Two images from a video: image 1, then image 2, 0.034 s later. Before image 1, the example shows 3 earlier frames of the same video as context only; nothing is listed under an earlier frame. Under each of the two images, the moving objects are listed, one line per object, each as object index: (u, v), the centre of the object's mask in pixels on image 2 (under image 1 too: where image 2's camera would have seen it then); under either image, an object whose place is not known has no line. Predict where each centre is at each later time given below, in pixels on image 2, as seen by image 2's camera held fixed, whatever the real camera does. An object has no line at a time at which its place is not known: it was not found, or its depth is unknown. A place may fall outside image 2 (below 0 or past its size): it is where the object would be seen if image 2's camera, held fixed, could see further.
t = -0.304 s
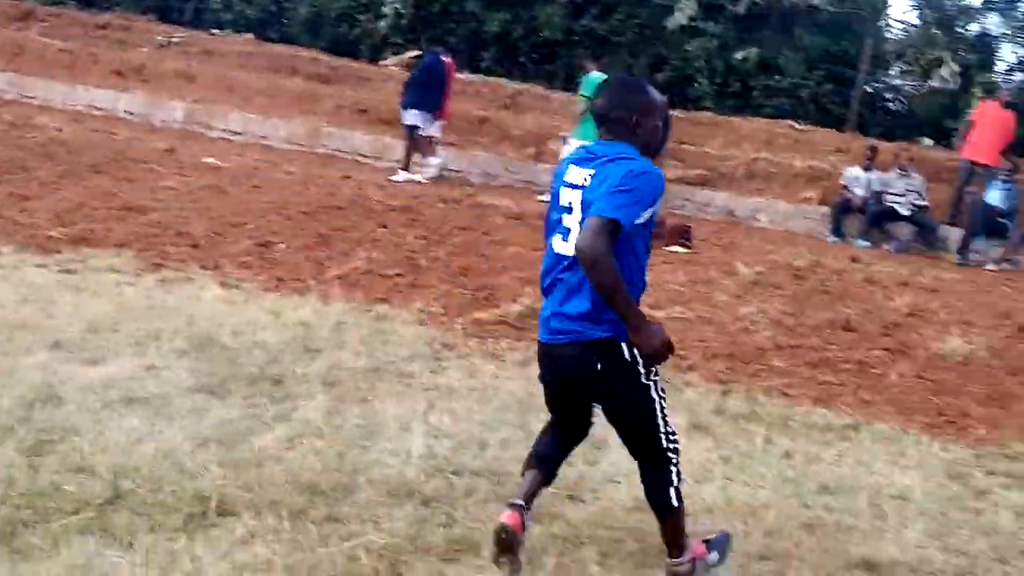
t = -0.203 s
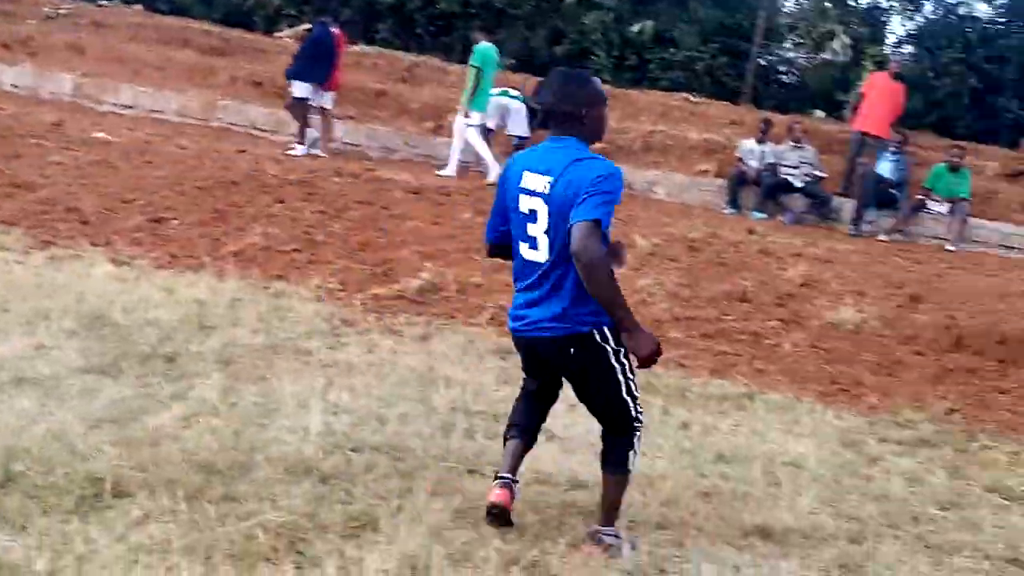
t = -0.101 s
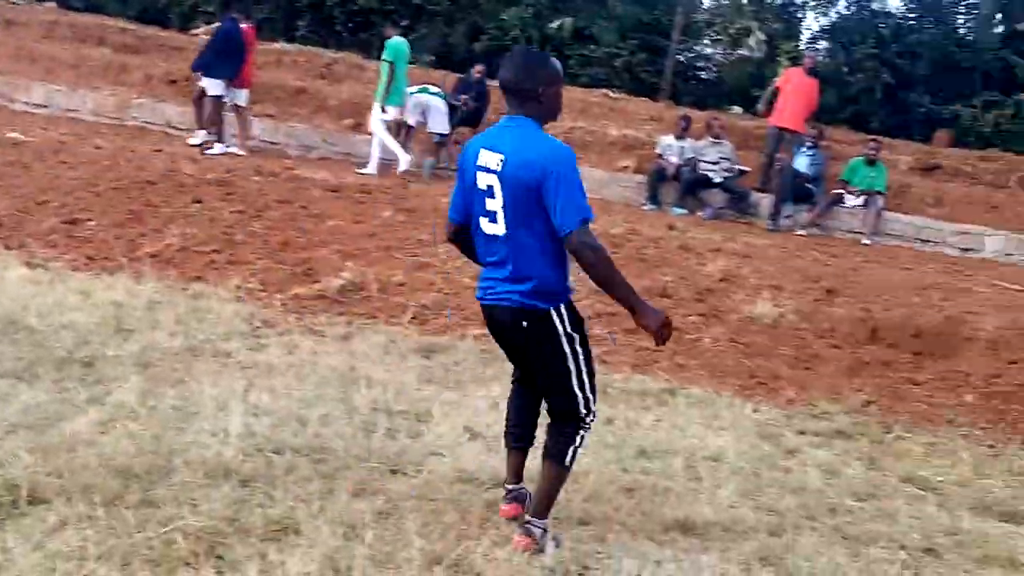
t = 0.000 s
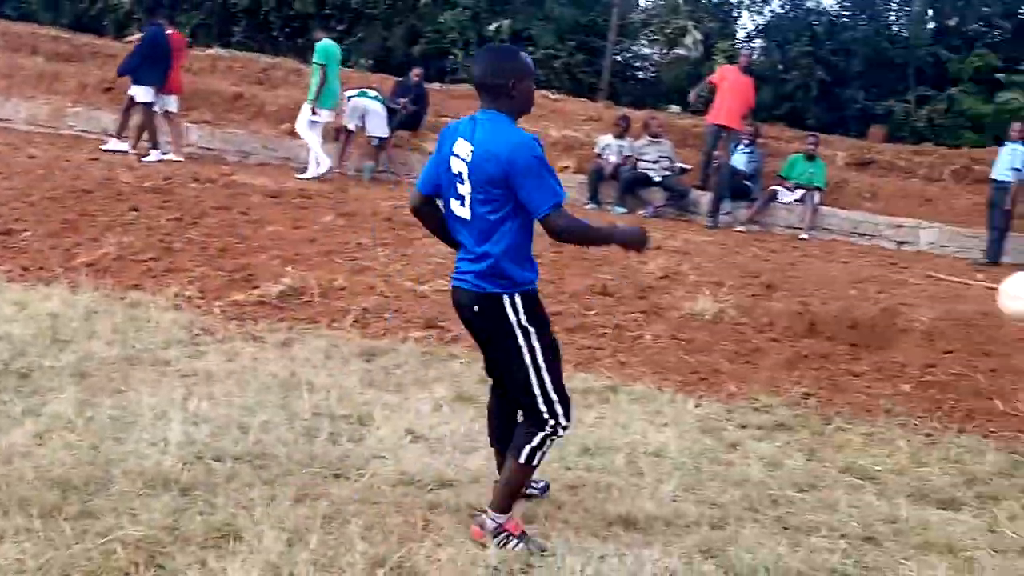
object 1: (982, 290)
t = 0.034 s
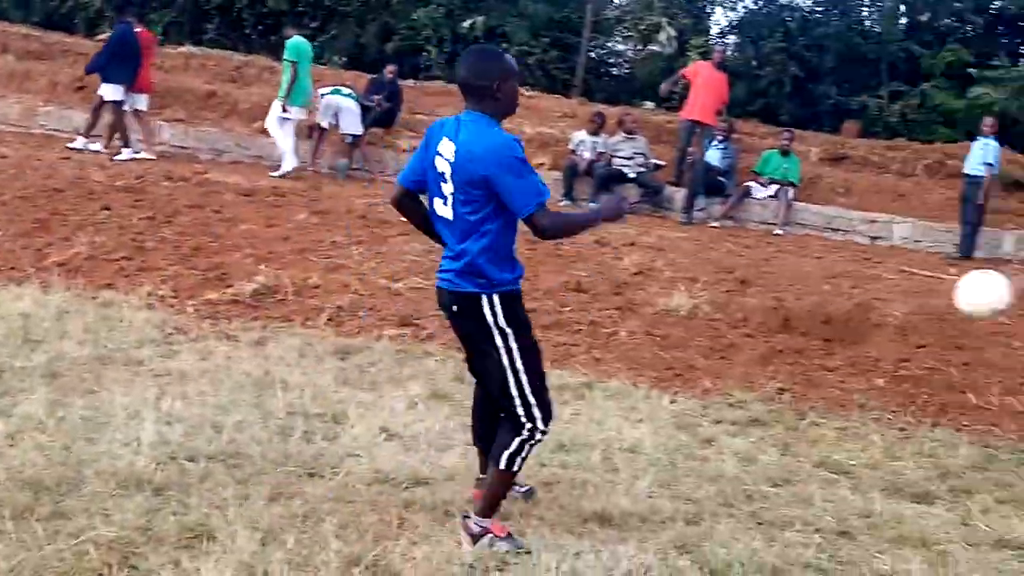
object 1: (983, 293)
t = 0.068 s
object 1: (966, 301)
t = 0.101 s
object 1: (949, 311)
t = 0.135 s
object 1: (931, 323)
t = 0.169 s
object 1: (913, 336)
